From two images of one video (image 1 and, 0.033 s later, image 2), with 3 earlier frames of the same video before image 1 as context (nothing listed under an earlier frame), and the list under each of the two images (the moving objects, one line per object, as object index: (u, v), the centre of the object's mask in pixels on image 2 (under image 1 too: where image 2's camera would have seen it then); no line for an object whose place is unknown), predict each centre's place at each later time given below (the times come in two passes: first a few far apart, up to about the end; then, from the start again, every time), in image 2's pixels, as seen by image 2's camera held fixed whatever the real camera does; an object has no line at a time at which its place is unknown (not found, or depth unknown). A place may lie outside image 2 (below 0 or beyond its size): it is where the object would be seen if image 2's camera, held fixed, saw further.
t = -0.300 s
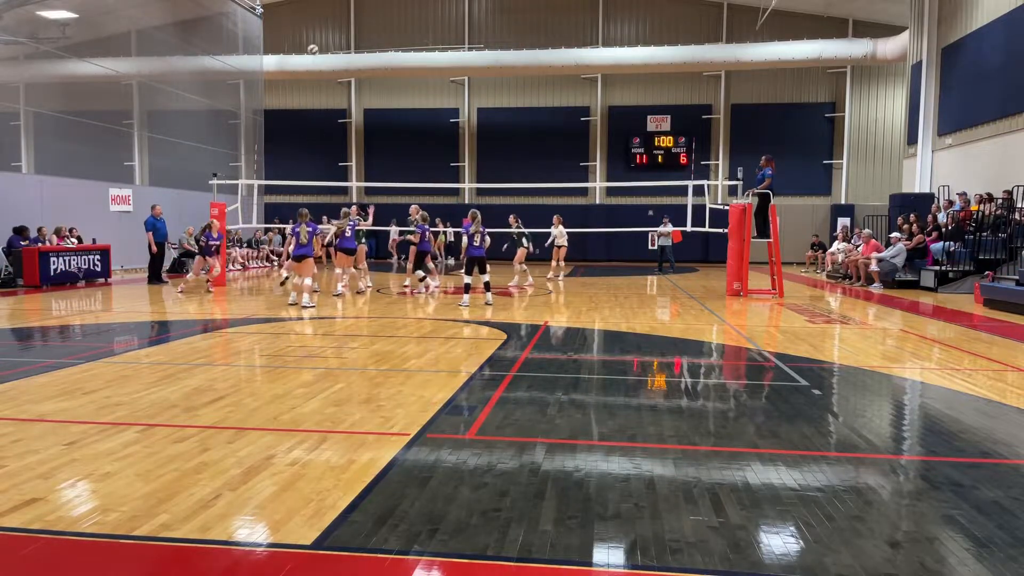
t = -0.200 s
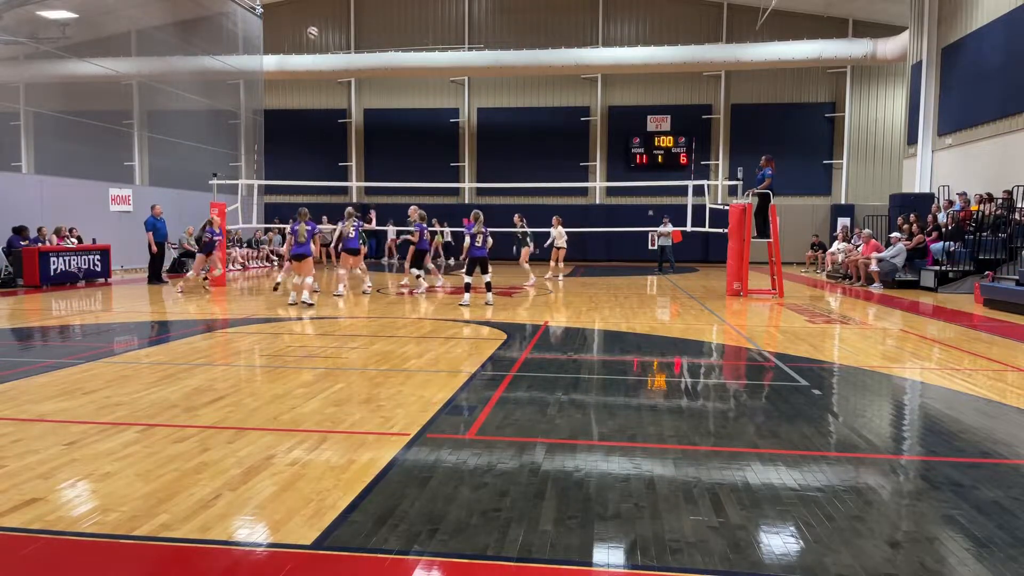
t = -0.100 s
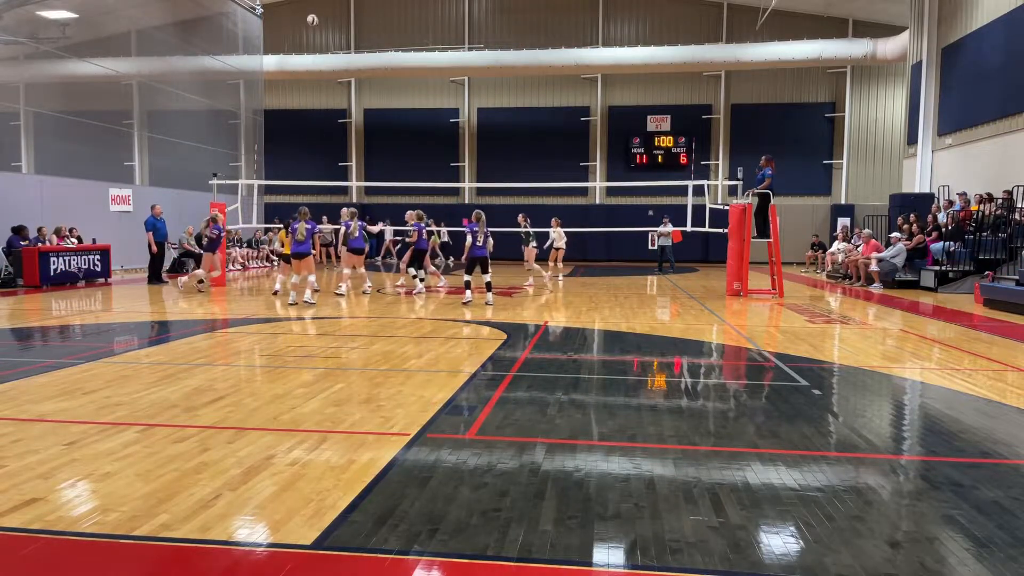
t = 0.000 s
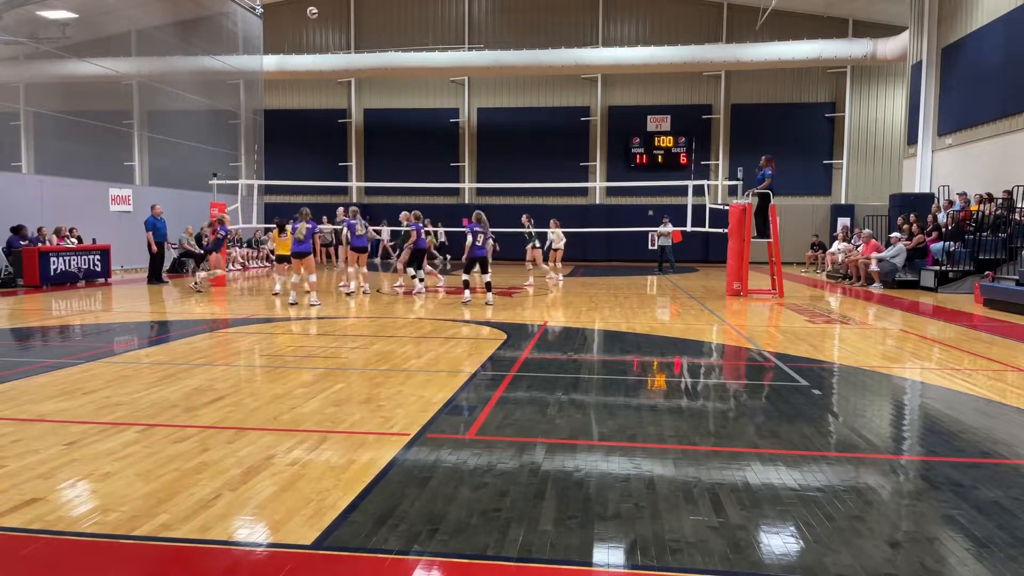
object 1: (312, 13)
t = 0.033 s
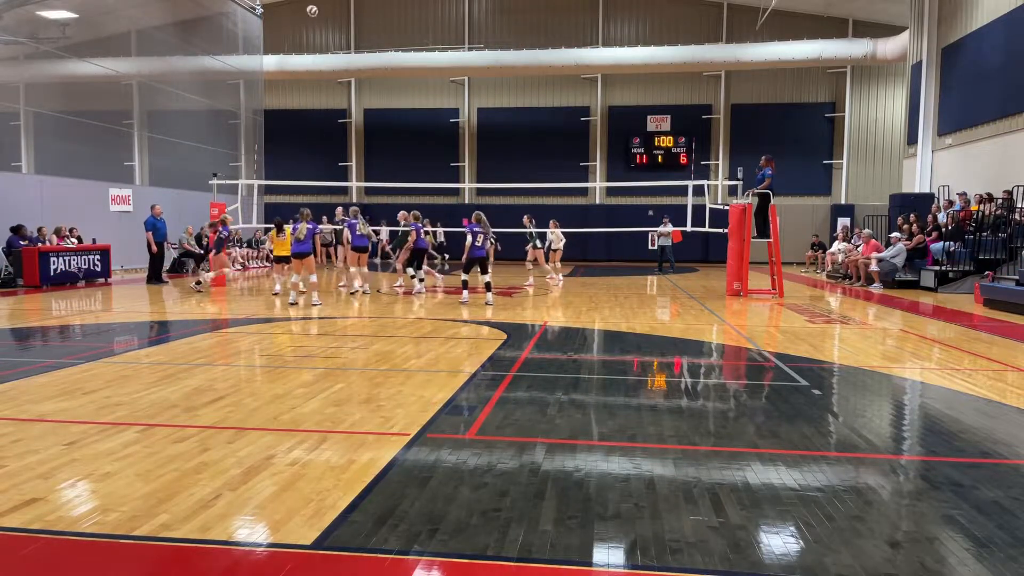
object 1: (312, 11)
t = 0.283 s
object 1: (312, 17)
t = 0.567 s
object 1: (312, 60)
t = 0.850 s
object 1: (314, 137)
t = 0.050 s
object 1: (312, 10)
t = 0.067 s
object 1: (312, 10)
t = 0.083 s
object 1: (312, 10)
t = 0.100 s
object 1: (312, 10)
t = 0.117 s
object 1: (312, 10)
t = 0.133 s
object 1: (312, 10)
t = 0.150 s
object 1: (312, 10)
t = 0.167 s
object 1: (312, 10)
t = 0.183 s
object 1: (311, 11)
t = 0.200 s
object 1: (311, 12)
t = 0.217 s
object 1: (311, 13)
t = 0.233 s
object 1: (311, 14)
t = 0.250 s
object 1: (311, 15)
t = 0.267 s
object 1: (311, 16)
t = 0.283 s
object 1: (312, 17)
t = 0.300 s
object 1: (312, 18)
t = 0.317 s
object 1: (312, 20)
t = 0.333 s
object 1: (312, 22)
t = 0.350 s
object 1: (312, 24)
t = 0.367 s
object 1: (312, 26)
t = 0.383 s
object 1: (312, 28)
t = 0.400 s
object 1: (312, 30)
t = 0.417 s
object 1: (312, 32)
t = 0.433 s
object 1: (312, 35)
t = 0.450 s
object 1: (311, 37)
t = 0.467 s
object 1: (312, 40)
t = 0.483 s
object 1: (312, 43)
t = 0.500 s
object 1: (312, 46)
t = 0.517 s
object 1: (312, 49)
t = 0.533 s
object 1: (312, 52)
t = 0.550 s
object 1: (311, 56)
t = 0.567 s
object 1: (312, 60)
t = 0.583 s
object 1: (312, 64)
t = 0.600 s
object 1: (312, 68)
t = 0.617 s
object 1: (313, 72)
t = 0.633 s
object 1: (312, 74)
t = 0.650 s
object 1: (313, 79)
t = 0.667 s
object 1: (313, 83)
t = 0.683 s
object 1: (313, 87)
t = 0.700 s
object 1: (313, 92)
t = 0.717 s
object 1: (313, 96)
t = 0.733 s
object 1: (313, 100)
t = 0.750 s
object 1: (313, 106)
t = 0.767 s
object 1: (313, 111)
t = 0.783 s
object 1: (314, 116)
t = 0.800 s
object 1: (314, 121)
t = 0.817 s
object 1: (314, 126)
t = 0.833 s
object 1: (314, 131)
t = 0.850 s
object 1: (314, 137)
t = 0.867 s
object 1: (314, 143)
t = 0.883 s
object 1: (314, 148)
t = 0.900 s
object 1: (315, 154)
